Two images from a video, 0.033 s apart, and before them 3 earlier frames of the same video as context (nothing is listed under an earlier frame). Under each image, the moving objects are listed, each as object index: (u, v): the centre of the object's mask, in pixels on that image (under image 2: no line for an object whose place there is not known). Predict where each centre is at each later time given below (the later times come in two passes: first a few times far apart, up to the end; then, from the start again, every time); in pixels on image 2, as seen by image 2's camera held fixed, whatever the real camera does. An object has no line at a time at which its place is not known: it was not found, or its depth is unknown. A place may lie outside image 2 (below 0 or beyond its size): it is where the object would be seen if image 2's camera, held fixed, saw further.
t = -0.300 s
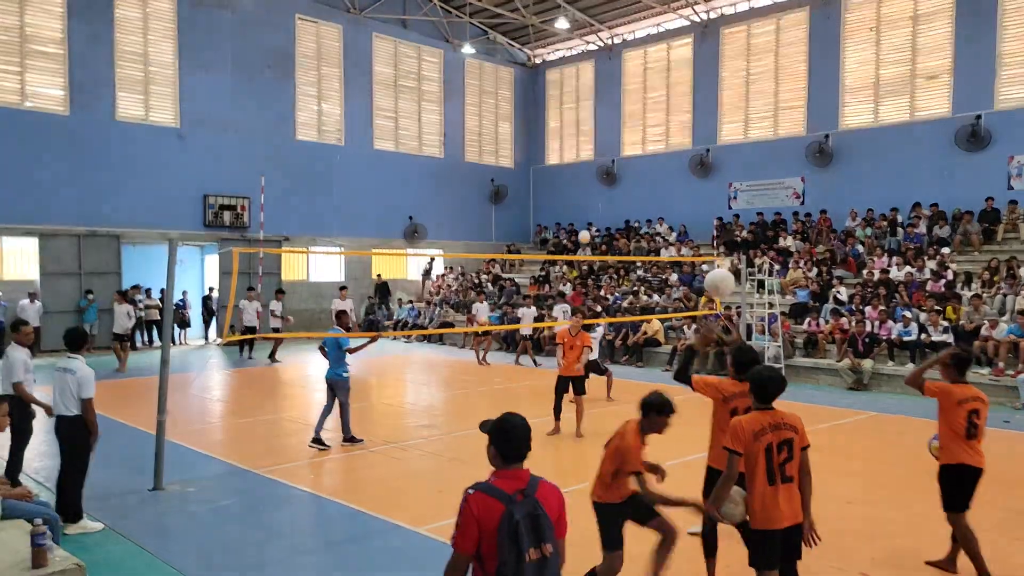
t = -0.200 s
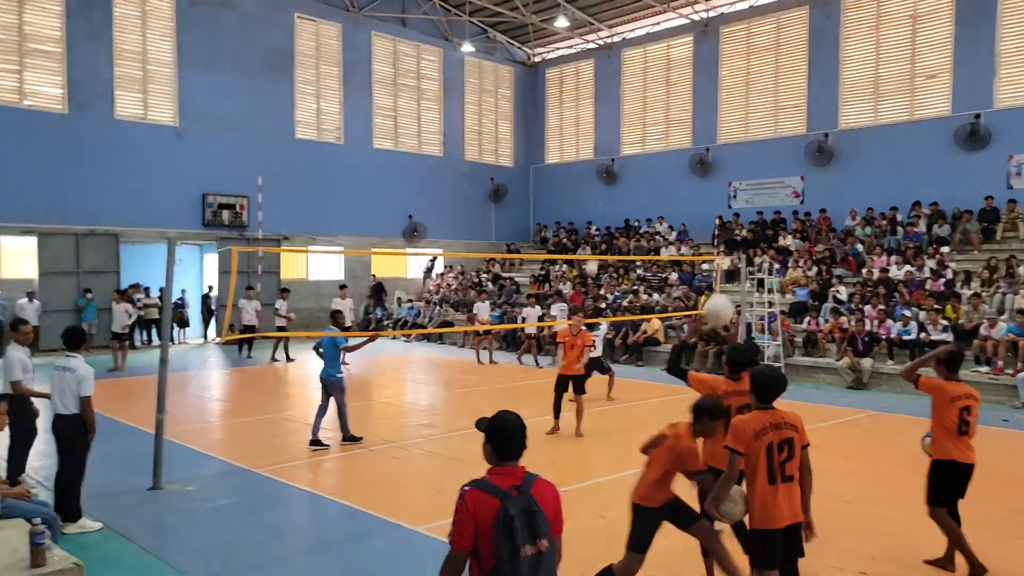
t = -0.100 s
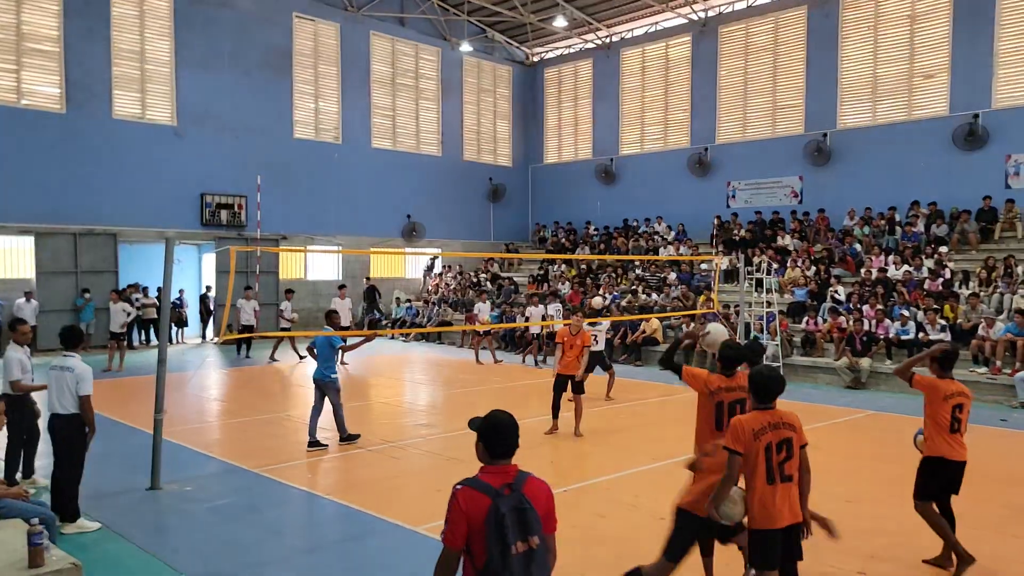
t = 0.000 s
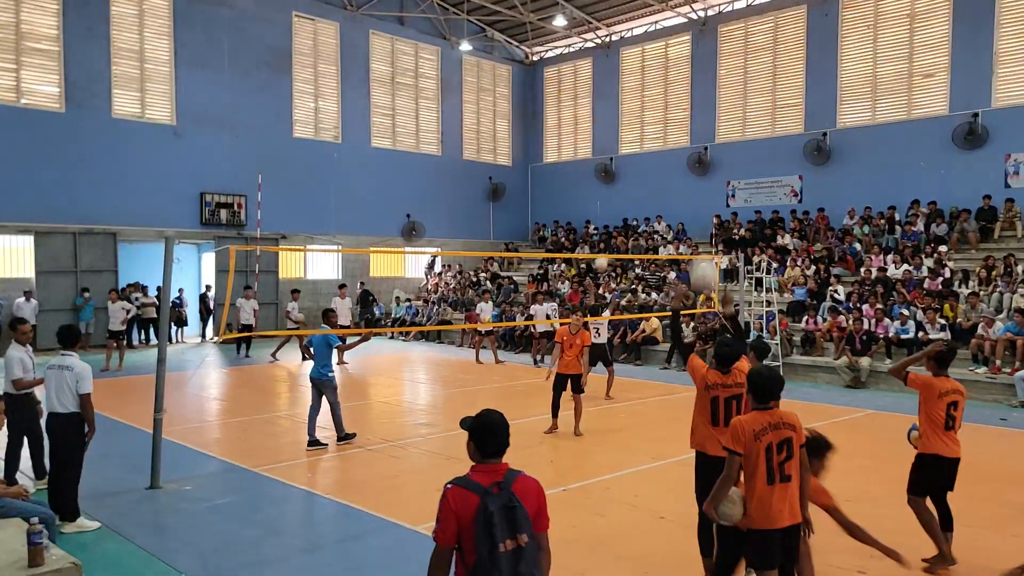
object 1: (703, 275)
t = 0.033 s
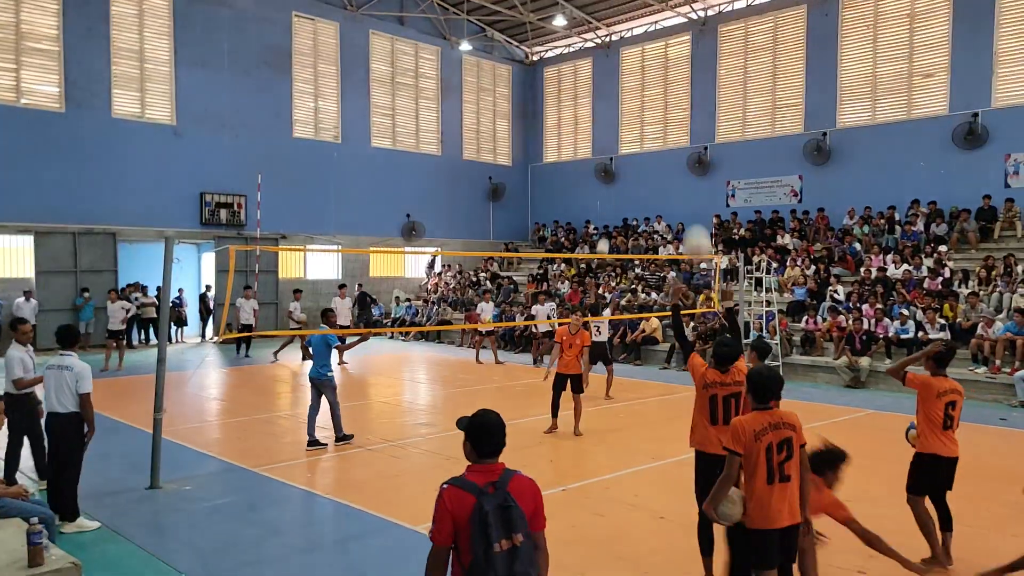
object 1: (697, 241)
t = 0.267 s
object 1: (661, 100)
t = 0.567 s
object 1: (627, 44)
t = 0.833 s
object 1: (603, 75)
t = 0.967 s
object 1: (594, 111)
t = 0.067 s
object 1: (692, 216)
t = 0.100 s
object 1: (686, 191)
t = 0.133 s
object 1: (680, 168)
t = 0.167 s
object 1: (676, 152)
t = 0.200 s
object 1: (670, 131)
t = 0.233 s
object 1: (665, 114)
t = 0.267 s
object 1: (661, 100)
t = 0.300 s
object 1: (657, 87)
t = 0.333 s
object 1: (652, 76)
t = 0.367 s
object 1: (648, 67)
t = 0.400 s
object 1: (645, 60)
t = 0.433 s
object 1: (641, 53)
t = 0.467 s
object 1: (637, 49)
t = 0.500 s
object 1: (634, 46)
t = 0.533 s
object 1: (631, 44)
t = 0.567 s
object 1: (627, 44)
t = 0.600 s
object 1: (624, 44)
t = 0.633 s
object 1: (621, 45)
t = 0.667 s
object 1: (618, 47)
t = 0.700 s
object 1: (614, 51)
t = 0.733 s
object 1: (612, 56)
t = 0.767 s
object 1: (609, 61)
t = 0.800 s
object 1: (606, 68)
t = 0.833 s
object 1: (603, 75)
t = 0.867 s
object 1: (601, 83)
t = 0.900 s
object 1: (599, 91)
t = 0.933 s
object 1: (597, 101)
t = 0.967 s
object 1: (594, 111)
